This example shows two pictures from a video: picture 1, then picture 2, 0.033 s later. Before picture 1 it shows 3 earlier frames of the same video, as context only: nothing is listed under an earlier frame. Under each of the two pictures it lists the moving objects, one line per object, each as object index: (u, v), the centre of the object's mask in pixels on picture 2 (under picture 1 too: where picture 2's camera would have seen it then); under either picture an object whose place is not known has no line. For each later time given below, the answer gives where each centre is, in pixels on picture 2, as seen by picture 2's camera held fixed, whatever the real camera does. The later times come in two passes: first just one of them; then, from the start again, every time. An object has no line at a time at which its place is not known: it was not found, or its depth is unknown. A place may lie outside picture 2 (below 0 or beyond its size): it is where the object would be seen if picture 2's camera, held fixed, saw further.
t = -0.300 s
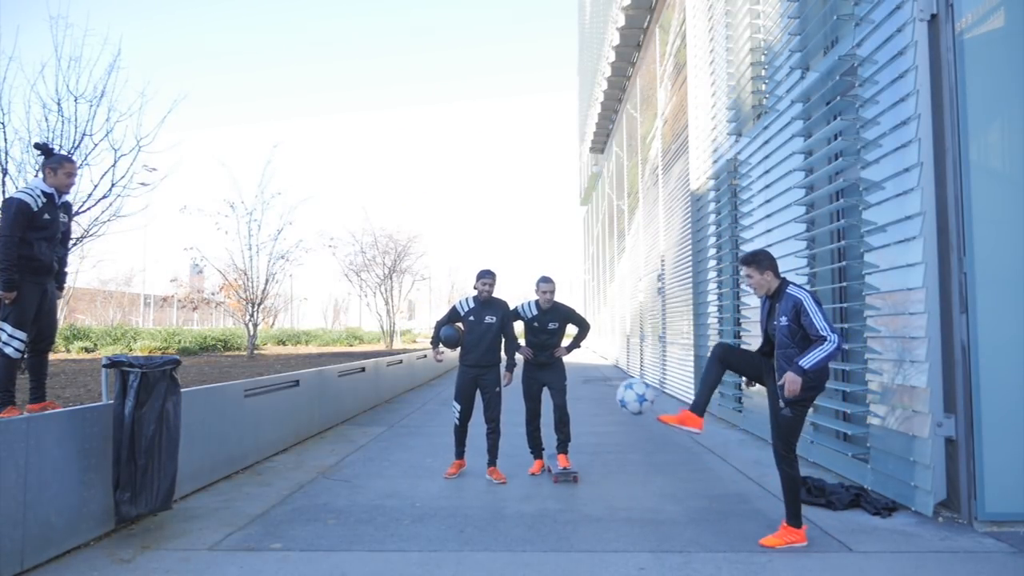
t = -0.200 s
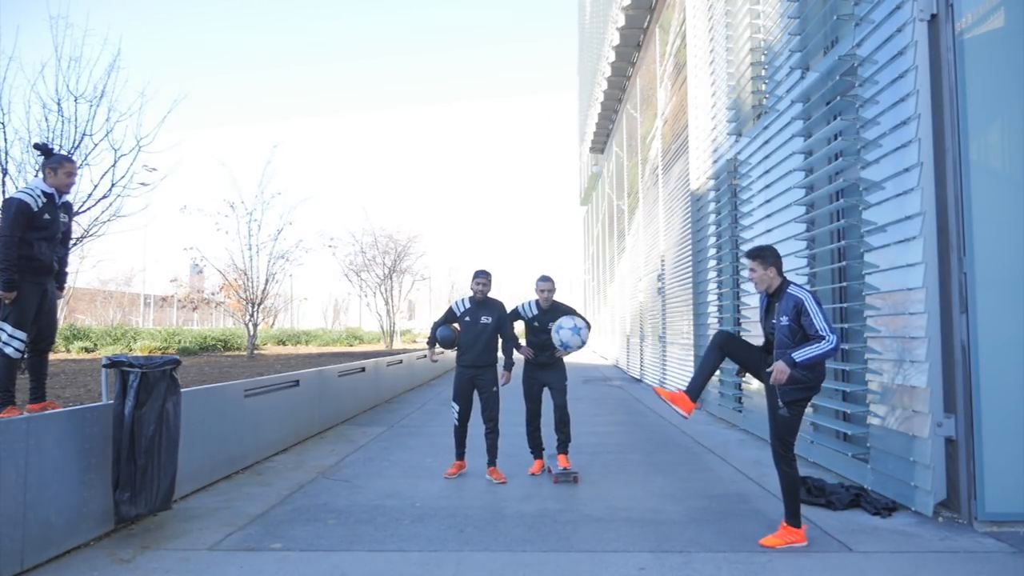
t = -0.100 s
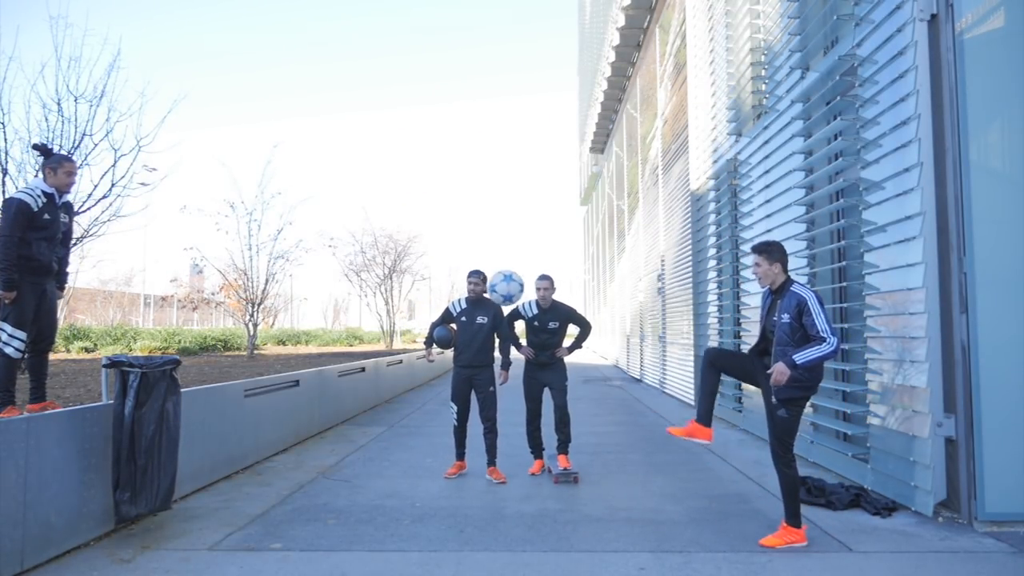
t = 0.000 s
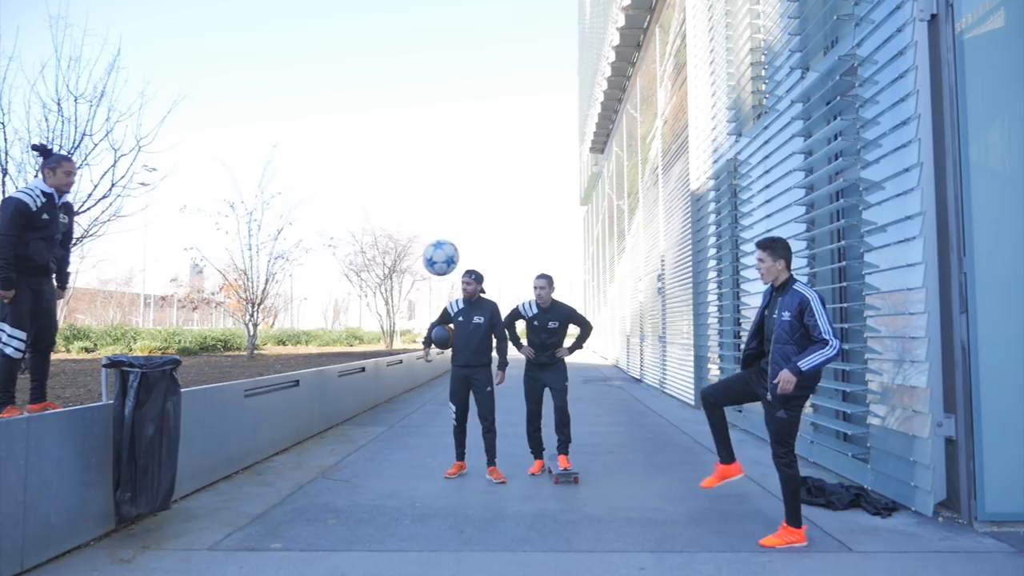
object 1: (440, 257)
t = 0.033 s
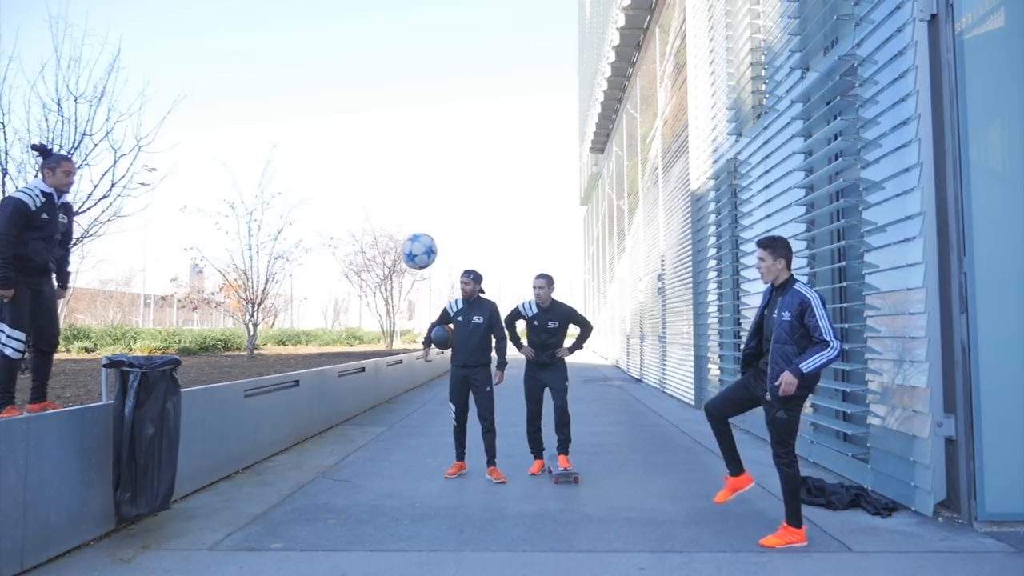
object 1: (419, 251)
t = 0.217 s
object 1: (299, 248)
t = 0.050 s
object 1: (408, 248)
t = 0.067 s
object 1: (397, 246)
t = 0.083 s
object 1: (386, 245)
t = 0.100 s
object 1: (376, 243)
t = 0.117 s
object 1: (365, 243)
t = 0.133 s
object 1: (354, 242)
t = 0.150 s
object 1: (343, 243)
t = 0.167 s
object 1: (332, 243)
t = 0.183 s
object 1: (321, 244)
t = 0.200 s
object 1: (310, 246)
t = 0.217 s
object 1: (299, 248)
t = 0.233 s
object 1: (288, 250)
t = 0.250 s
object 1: (277, 253)
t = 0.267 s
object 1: (266, 257)
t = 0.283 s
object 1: (255, 261)
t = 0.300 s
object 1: (244, 265)
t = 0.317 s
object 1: (233, 270)
